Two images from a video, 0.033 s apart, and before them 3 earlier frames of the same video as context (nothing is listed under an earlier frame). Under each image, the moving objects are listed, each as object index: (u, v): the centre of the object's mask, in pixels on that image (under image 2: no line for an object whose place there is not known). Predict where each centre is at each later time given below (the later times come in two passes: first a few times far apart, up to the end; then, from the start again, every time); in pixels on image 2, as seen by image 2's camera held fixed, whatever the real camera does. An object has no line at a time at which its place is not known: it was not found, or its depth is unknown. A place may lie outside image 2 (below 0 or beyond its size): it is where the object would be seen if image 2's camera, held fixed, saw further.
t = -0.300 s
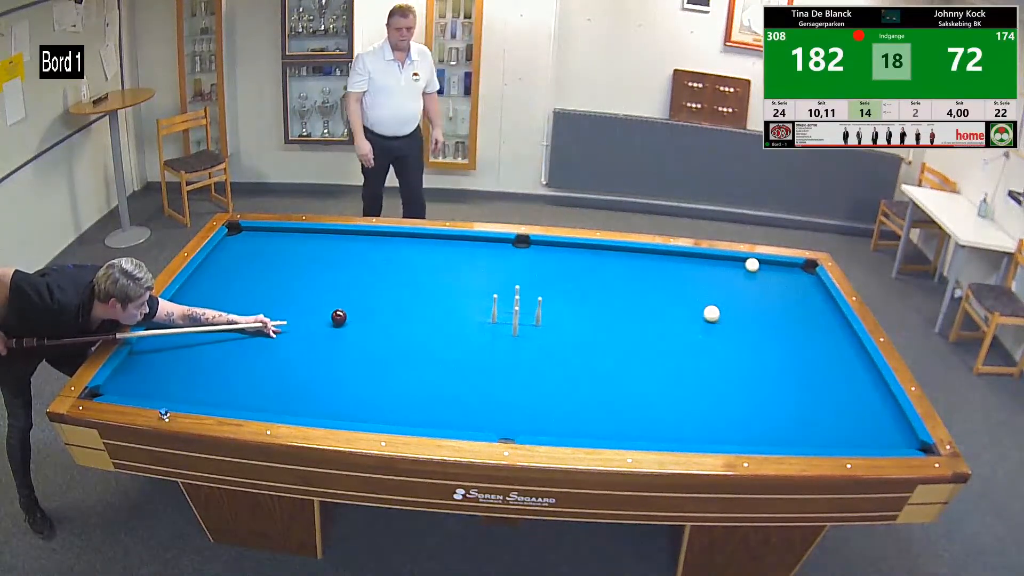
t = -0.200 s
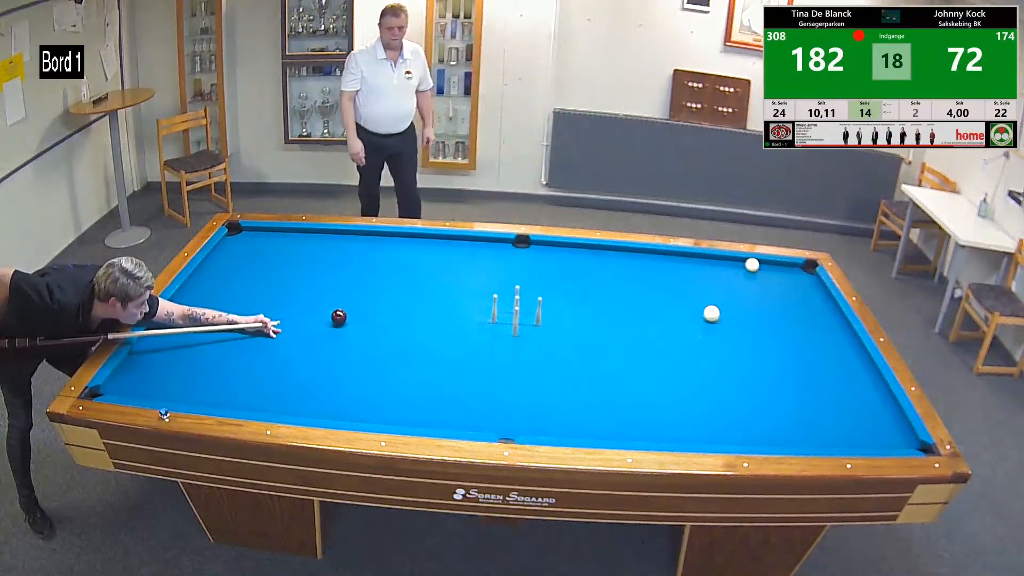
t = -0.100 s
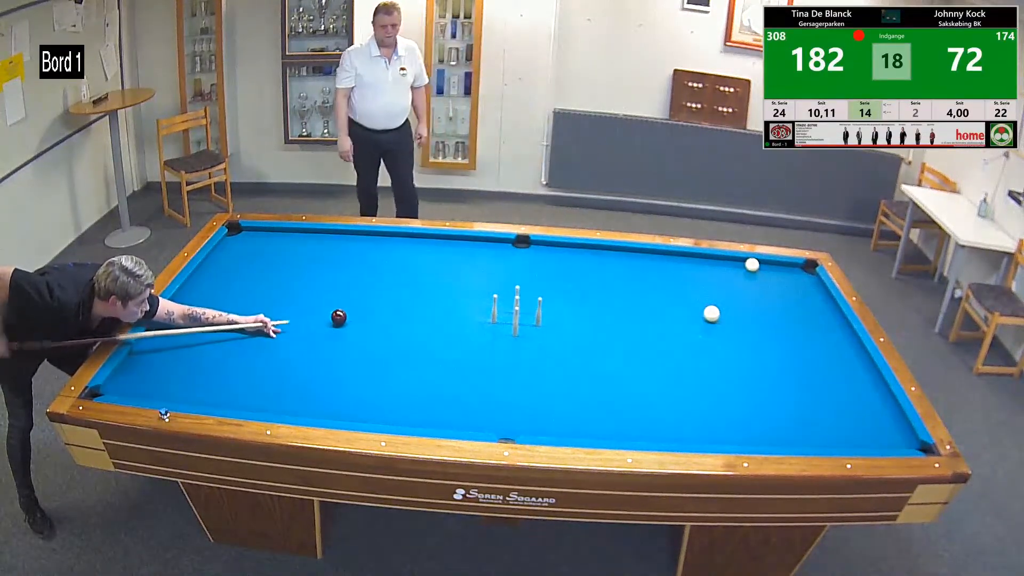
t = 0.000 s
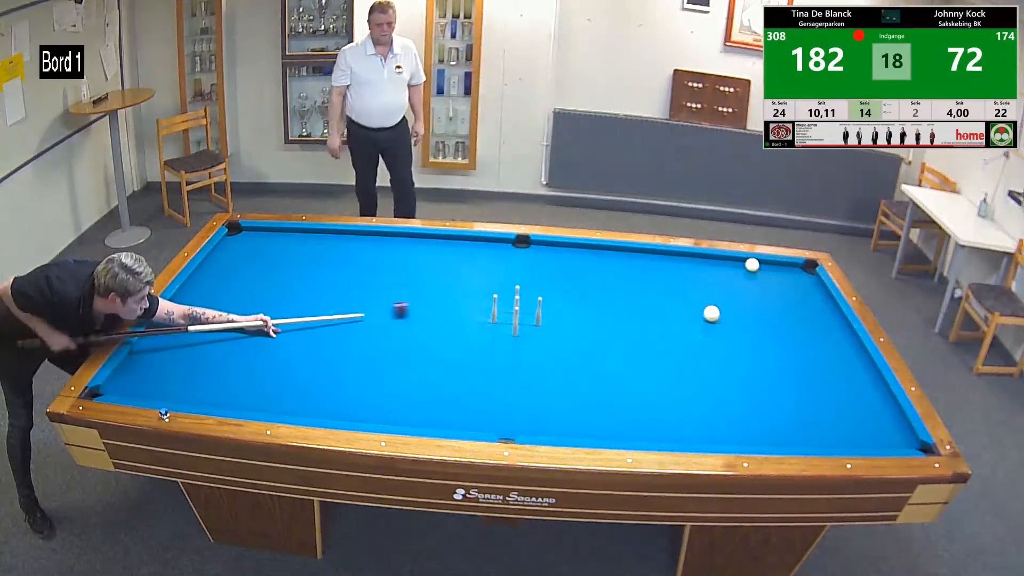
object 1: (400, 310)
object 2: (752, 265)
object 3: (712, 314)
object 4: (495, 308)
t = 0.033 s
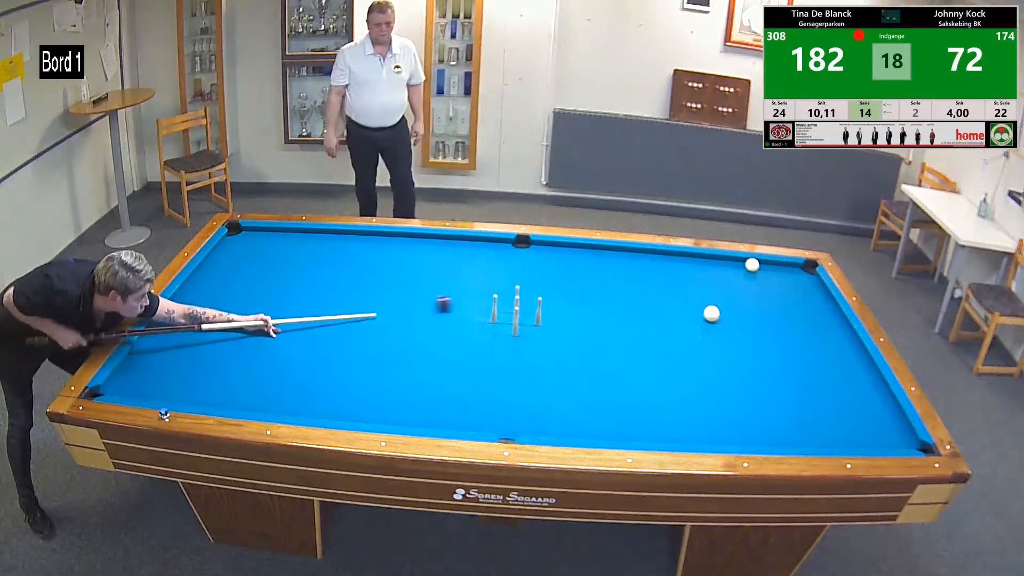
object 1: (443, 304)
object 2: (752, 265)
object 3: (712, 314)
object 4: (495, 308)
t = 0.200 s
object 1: (627, 281)
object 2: (752, 265)
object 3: (712, 314)
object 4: (495, 308)
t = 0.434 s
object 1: (753, 271)
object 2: (806, 274)
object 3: (711, 314)
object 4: (494, 308)
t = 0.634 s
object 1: (780, 279)
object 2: (780, 308)
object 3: (711, 314)
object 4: (494, 308)
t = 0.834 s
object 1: (807, 285)
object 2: (727, 342)
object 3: (711, 314)
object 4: (495, 308)
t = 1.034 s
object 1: (818, 291)
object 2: (666, 380)
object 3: (711, 314)
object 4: (495, 308)
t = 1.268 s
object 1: (805, 294)
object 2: (575, 430)
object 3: (711, 313)
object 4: (494, 309)
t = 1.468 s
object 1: (793, 298)
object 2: (489, 396)
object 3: (711, 314)
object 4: (495, 308)
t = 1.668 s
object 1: (781, 301)
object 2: (413, 363)
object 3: (711, 314)
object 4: (495, 308)
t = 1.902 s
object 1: (767, 306)
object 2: (338, 330)
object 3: (711, 314)
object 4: (495, 308)
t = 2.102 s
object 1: (754, 309)
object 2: (284, 305)
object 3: (711, 314)
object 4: (495, 309)
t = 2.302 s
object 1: (742, 313)
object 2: (238, 284)
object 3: (711, 314)
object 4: (494, 309)
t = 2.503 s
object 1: (730, 317)
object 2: (205, 266)
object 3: (711, 314)
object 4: (494, 309)
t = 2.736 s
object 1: (724, 322)
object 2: (261, 247)
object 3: (704, 313)
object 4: (494, 309)
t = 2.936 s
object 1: (721, 327)
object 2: (302, 233)
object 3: (697, 312)
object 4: (495, 308)
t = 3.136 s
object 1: (717, 332)
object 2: (329, 240)
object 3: (691, 311)
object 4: (495, 308)
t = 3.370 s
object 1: (714, 337)
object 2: (359, 253)
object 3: (683, 310)
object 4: (495, 308)
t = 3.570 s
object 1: (711, 342)
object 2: (387, 264)
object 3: (678, 309)
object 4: (495, 309)
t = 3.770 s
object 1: (709, 347)
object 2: (417, 277)
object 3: (673, 309)
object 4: (495, 309)
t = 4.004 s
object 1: (705, 352)
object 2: (455, 293)
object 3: (667, 308)
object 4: (495, 309)
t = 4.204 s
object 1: (703, 356)
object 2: (487, 307)
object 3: (663, 307)
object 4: (495, 309)
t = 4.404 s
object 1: (700, 360)
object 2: (524, 321)
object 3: (660, 307)
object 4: (497, 328)
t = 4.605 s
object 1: (698, 364)
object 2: (556, 336)
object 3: (657, 307)
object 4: (495, 330)
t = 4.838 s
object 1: (696, 369)
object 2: (597, 354)
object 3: (654, 306)
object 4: (492, 331)
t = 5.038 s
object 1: (694, 372)
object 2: (633, 369)
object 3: (652, 306)
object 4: (492, 331)
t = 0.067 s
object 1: (484, 299)
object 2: (752, 265)
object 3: (712, 314)
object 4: (494, 308)
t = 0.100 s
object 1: (523, 294)
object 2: (752, 265)
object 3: (711, 314)
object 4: (494, 308)
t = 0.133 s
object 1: (560, 289)
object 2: (752, 265)
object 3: (712, 314)
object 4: (495, 308)
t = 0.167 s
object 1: (595, 285)
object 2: (752, 265)
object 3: (711, 314)
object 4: (495, 308)
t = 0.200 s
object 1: (627, 281)
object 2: (752, 265)
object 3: (712, 314)
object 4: (495, 308)
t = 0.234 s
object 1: (659, 278)
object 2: (752, 265)
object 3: (711, 314)
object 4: (494, 308)
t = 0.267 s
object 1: (688, 274)
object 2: (752, 265)
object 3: (711, 314)
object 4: (494, 308)
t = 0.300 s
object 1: (714, 271)
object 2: (752, 265)
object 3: (711, 314)
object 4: (494, 308)
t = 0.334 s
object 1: (739, 267)
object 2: (752, 265)
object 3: (711, 314)
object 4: (494, 308)
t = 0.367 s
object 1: (746, 268)
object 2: (768, 262)
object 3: (711, 314)
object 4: (494, 308)
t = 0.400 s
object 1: (750, 270)
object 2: (787, 267)
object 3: (711, 314)
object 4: (494, 308)
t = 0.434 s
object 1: (753, 271)
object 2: (806, 274)
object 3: (711, 314)
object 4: (494, 308)
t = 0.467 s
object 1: (758, 273)
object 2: (818, 282)
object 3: (711, 314)
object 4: (494, 308)
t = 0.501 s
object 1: (762, 274)
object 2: (812, 282)
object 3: (711, 314)
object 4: (494, 308)
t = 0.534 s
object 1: (766, 276)
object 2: (805, 285)
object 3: (711, 314)
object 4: (494, 308)
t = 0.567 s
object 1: (771, 277)
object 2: (798, 291)
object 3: (711, 314)
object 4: (494, 308)
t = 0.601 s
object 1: (775, 278)
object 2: (790, 298)
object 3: (711, 314)
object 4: (494, 308)
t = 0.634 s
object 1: (780, 279)
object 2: (780, 308)
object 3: (711, 314)
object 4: (494, 308)
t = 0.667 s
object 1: (784, 280)
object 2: (773, 311)
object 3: (711, 314)
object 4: (494, 308)
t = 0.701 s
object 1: (789, 281)
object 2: (764, 315)
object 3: (711, 314)
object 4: (495, 308)
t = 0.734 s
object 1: (793, 282)
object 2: (755, 323)
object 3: (711, 314)
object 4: (495, 308)
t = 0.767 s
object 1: (798, 283)
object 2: (746, 330)
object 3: (711, 314)
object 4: (495, 308)
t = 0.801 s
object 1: (802, 284)
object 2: (737, 334)
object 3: (711, 314)
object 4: (495, 308)
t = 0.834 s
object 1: (807, 285)
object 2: (727, 342)
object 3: (711, 314)
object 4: (495, 308)
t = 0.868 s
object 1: (811, 286)
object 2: (718, 348)
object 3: (711, 313)
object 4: (495, 308)
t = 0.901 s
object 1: (815, 287)
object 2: (707, 355)
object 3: (711, 313)
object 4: (495, 308)
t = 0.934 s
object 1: (820, 288)
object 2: (698, 360)
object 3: (711, 313)
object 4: (494, 308)
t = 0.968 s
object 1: (822, 289)
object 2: (687, 367)
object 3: (711, 313)
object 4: (495, 308)
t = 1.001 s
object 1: (820, 289)
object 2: (676, 373)
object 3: (711, 314)
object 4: (494, 308)
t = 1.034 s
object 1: (818, 291)
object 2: (666, 380)
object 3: (711, 314)
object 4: (495, 308)
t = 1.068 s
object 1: (816, 291)
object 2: (654, 387)
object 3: (711, 314)
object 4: (495, 308)
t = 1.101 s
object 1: (814, 291)
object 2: (642, 394)
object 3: (711, 314)
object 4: (494, 308)
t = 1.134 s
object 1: (812, 292)
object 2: (630, 401)
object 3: (711, 314)
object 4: (494, 308)
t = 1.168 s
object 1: (810, 293)
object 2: (616, 409)
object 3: (711, 314)
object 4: (494, 308)
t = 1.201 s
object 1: (808, 293)
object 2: (603, 416)
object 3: (711, 314)
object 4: (494, 308)
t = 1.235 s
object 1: (806, 294)
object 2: (590, 424)
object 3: (712, 313)
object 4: (495, 308)
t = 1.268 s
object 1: (805, 294)
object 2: (575, 430)
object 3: (711, 313)
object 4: (494, 309)
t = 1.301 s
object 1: (803, 295)
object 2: (560, 429)
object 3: (711, 314)
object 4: (494, 308)
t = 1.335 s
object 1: (801, 295)
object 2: (545, 422)
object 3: (711, 314)
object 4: (494, 308)
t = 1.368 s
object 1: (799, 296)
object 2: (530, 415)
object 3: (712, 313)
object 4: (495, 308)
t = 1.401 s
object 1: (797, 297)
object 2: (516, 408)
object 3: (711, 314)
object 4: (495, 308)
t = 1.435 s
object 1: (795, 297)
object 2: (502, 402)
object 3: (711, 314)
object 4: (494, 308)
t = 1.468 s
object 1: (793, 298)
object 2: (489, 396)
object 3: (711, 314)
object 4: (495, 308)
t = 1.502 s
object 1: (791, 298)
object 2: (475, 390)
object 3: (712, 314)
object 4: (494, 308)
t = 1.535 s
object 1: (789, 299)
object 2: (463, 385)
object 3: (712, 314)
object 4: (495, 308)
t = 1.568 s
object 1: (787, 299)
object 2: (450, 379)
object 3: (711, 314)
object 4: (494, 308)
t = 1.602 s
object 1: (785, 300)
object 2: (438, 374)
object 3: (711, 314)
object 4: (495, 308)
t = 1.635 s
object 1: (783, 301)
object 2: (426, 369)
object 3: (711, 314)
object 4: (495, 308)
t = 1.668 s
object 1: (781, 301)
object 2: (413, 363)
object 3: (711, 314)
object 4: (495, 308)
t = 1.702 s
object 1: (779, 302)
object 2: (402, 358)
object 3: (711, 314)
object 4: (495, 308)
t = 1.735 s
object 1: (777, 302)
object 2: (391, 353)
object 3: (711, 314)
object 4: (495, 308)
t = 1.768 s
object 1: (775, 303)
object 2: (380, 349)
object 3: (711, 314)
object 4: (495, 308)
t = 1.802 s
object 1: (773, 303)
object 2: (369, 344)
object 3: (711, 314)
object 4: (495, 308)
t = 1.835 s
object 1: (771, 304)
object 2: (359, 339)
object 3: (711, 314)
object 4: (494, 308)
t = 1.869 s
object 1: (769, 305)
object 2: (348, 335)
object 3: (711, 314)
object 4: (495, 308)
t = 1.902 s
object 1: (767, 306)
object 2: (338, 330)
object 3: (711, 314)
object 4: (495, 308)
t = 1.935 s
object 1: (765, 306)
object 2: (329, 326)
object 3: (711, 314)
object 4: (495, 308)
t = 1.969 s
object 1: (763, 307)
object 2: (319, 321)
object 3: (711, 314)
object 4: (495, 308)
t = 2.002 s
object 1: (760, 308)
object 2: (310, 317)
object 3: (711, 314)
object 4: (495, 308)
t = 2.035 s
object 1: (759, 308)
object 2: (301, 313)
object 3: (711, 314)
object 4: (495, 308)
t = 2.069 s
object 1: (757, 309)
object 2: (293, 309)
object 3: (711, 314)
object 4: (495, 308)
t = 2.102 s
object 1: (754, 309)
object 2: (284, 305)
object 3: (711, 314)
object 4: (495, 309)
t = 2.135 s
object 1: (753, 310)
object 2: (276, 301)
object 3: (711, 314)
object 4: (495, 308)
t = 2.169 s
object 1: (751, 310)
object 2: (268, 298)
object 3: (711, 314)
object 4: (495, 308)
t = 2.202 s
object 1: (749, 311)
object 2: (260, 294)
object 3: (711, 314)
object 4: (494, 308)
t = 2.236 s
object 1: (746, 312)
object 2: (252, 291)
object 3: (711, 314)
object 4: (495, 309)
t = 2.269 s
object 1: (744, 312)
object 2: (245, 287)
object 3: (711, 314)
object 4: (495, 309)
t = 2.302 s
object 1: (742, 313)
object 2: (238, 284)
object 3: (711, 314)
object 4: (494, 309)
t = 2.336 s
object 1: (740, 313)
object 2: (231, 281)
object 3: (712, 314)
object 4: (495, 309)
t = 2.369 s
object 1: (738, 314)
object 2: (224, 278)
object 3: (711, 314)
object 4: (494, 309)
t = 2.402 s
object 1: (736, 315)
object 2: (218, 275)
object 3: (712, 314)
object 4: (495, 309)
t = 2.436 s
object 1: (734, 315)
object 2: (211, 272)
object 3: (711, 314)
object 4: (494, 309)
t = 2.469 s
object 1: (732, 316)
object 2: (205, 269)
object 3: (711, 314)
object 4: (494, 309)
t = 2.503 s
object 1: (730, 317)
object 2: (205, 266)
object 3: (711, 314)
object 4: (494, 309)
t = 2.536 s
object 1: (728, 317)
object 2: (214, 263)
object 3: (711, 314)
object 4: (494, 309)
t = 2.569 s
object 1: (726, 318)
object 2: (223, 260)
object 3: (711, 313)
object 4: (494, 308)
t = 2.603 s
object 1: (726, 319)
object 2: (231, 257)
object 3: (709, 313)
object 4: (494, 308)
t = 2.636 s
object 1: (725, 319)
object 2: (239, 255)
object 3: (708, 313)
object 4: (494, 308)
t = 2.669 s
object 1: (725, 320)
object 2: (246, 252)
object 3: (707, 313)
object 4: (494, 308)
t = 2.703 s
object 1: (724, 321)
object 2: (253, 250)
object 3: (706, 313)
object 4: (494, 308)
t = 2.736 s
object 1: (724, 322)
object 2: (261, 247)
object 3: (704, 313)
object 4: (494, 309)
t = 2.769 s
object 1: (723, 323)
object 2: (268, 245)
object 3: (703, 312)
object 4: (495, 309)
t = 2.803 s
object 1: (723, 324)
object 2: (274, 242)
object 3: (702, 312)
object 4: (494, 308)
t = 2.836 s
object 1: (722, 324)
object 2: (282, 240)
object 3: (701, 312)
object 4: (495, 308)
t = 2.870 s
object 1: (722, 325)
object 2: (288, 237)
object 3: (700, 312)
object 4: (495, 308)
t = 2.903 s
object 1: (721, 326)
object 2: (295, 235)
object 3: (698, 312)
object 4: (494, 308)
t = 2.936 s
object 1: (721, 327)
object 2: (302, 233)
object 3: (697, 312)
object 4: (495, 308)
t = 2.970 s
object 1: (720, 328)
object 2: (308, 231)
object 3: (696, 312)
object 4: (495, 308)
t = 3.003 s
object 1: (719, 329)
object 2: (312, 233)
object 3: (695, 311)
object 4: (494, 308)
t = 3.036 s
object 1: (719, 329)
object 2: (316, 235)
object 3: (694, 311)
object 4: (494, 308)
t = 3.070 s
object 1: (719, 330)
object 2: (320, 237)
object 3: (693, 311)
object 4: (495, 308)
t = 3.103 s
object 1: (718, 331)
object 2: (324, 238)
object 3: (692, 311)
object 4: (495, 308)
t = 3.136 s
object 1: (717, 332)
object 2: (329, 240)
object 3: (691, 311)
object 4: (495, 308)
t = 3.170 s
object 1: (717, 333)
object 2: (333, 242)
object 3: (689, 311)
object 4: (495, 308)
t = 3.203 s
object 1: (716, 334)
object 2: (337, 244)
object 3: (688, 311)
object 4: (495, 308)
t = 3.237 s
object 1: (716, 334)
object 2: (341, 245)
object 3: (687, 310)
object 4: (495, 308)
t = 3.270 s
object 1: (716, 335)
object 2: (346, 247)
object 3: (686, 310)
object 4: (495, 308)
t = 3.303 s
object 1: (715, 336)
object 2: (350, 249)
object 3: (685, 310)
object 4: (494, 308)
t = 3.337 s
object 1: (715, 337)
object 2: (355, 251)
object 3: (684, 310)
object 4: (494, 308)
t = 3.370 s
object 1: (714, 337)
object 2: (359, 253)
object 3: (683, 310)
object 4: (495, 308)
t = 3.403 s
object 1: (714, 338)
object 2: (364, 255)
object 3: (682, 310)
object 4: (495, 309)
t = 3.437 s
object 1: (713, 339)
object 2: (368, 257)
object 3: (681, 310)
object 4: (495, 309)
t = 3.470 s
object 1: (713, 340)
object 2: (373, 259)
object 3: (681, 310)
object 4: (495, 309)
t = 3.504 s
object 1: (712, 341)
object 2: (378, 261)
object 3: (680, 309)
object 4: (495, 309)
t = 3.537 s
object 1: (712, 341)
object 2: (383, 262)
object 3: (679, 309)
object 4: (495, 309)
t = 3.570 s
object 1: (711, 342)
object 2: (387, 264)
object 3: (678, 309)
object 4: (495, 309)
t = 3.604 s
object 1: (711, 343)
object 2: (392, 267)
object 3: (677, 309)
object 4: (494, 309)
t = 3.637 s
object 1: (711, 344)
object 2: (397, 269)
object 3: (676, 309)
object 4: (495, 309)
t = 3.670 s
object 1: (710, 344)
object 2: (402, 271)
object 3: (675, 309)
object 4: (495, 309)
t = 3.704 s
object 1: (709, 345)
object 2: (407, 273)
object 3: (674, 309)
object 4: (495, 308)
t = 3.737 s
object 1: (709, 346)
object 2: (412, 275)
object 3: (674, 309)
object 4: (495, 309)
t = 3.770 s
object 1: (709, 347)
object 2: (417, 277)
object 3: (673, 309)
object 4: (495, 309)
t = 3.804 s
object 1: (708, 348)
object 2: (423, 279)
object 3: (672, 308)
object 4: (494, 308)
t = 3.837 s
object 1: (708, 348)
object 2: (428, 282)
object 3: (671, 308)
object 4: (495, 308)
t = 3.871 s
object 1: (707, 349)
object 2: (433, 284)
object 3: (670, 308)
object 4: (495, 308)
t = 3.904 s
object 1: (707, 350)
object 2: (438, 286)
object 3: (670, 308)
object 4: (494, 308)
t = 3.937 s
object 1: (706, 351)
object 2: (444, 288)
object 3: (669, 308)
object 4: (495, 309)
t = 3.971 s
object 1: (706, 351)
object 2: (449, 291)
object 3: (668, 308)
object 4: (495, 309)
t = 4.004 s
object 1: (705, 352)
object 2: (455, 293)
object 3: (667, 308)
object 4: (495, 309)
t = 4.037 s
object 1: (705, 353)
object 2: (460, 295)
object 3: (667, 308)
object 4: (495, 309)
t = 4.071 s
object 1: (705, 353)
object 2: (466, 298)
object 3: (666, 308)
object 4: (495, 309)
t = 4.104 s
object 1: (704, 354)
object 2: (471, 300)
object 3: (665, 308)
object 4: (495, 308)
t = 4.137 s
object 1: (704, 355)
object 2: (477, 302)
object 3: (665, 308)
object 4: (495, 308)
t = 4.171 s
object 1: (703, 355)
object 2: (483, 305)
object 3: (664, 308)
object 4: (495, 308)
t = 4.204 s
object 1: (703, 356)
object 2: (487, 307)
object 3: (663, 307)
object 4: (495, 309)
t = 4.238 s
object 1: (703, 357)
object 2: (493, 309)
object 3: (663, 307)
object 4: (494, 309)
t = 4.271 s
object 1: (702, 357)
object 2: (501, 312)
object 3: (662, 307)
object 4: (495, 312)
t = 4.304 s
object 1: (702, 358)
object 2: (505, 314)
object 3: (662, 307)
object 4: (496, 316)
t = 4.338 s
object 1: (701, 359)
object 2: (509, 317)
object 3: (661, 307)
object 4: (496, 320)
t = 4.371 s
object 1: (701, 360)
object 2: (517, 319)
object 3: (661, 307)
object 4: (497, 326)
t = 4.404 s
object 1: (700, 360)
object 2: (524, 321)
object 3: (660, 307)
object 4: (497, 328)
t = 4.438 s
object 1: (700, 361)
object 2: (528, 324)
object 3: (659, 307)
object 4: (497, 327)
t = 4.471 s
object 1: (700, 362)
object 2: (533, 327)
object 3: (659, 307)
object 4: (496, 326)
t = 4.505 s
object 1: (699, 362)
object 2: (539, 329)
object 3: (658, 307)
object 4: (496, 327)
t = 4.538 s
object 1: (699, 363)
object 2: (545, 332)
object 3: (658, 307)
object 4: (495, 330)
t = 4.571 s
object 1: (699, 363)
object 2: (551, 334)
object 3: (658, 307)
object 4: (495, 331)
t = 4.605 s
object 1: (698, 364)
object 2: (556, 336)
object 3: (657, 307)
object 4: (495, 330)
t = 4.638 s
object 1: (698, 365)
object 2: (562, 339)
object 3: (657, 307)
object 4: (494, 330)
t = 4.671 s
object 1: (698, 365)
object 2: (568, 341)
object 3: (656, 307)
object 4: (494, 332)
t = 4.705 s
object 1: (697, 366)
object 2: (574, 344)
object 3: (656, 306)
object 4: (494, 331)
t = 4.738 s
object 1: (697, 367)
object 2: (580, 346)
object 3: (655, 307)
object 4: (493, 331)
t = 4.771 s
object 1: (697, 367)
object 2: (585, 349)
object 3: (655, 306)
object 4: (493, 331)
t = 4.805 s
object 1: (696, 368)
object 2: (591, 351)
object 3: (655, 306)
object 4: (493, 331)
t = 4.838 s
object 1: (696, 369)
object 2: (597, 354)
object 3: (654, 306)
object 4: (492, 331)
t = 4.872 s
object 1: (695, 369)
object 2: (603, 356)
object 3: (654, 306)
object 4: (492, 331)
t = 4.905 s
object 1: (695, 370)
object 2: (609, 359)
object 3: (653, 306)
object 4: (492, 331)
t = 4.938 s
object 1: (695, 370)
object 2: (615, 361)
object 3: (653, 306)
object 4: (492, 331)
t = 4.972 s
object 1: (695, 371)
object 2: (621, 364)
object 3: (653, 306)
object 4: (492, 331)
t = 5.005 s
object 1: (694, 371)
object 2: (628, 366)
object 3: (653, 306)
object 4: (492, 331)
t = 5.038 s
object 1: (694, 372)
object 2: (633, 369)
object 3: (652, 306)
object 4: (492, 331)
